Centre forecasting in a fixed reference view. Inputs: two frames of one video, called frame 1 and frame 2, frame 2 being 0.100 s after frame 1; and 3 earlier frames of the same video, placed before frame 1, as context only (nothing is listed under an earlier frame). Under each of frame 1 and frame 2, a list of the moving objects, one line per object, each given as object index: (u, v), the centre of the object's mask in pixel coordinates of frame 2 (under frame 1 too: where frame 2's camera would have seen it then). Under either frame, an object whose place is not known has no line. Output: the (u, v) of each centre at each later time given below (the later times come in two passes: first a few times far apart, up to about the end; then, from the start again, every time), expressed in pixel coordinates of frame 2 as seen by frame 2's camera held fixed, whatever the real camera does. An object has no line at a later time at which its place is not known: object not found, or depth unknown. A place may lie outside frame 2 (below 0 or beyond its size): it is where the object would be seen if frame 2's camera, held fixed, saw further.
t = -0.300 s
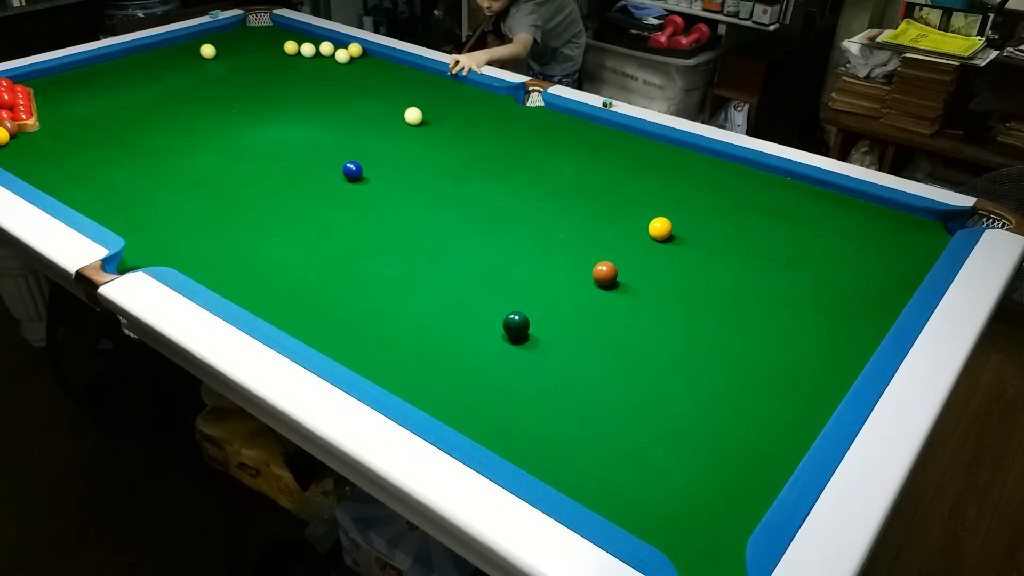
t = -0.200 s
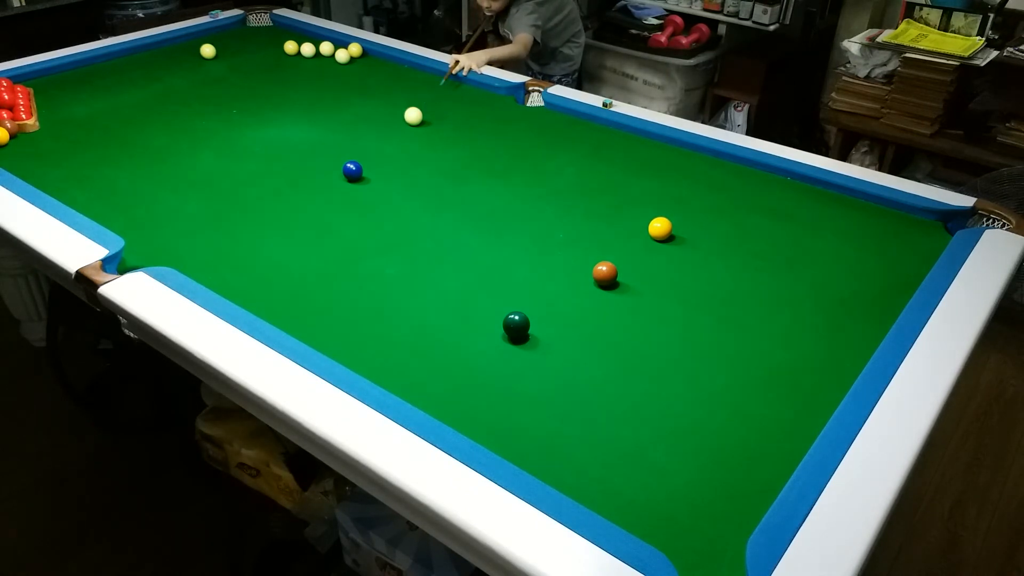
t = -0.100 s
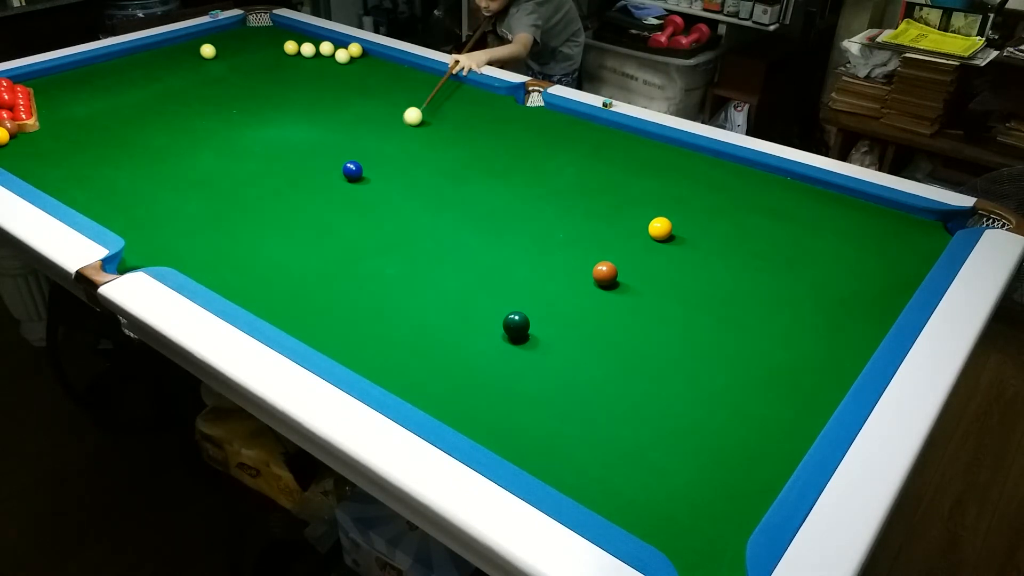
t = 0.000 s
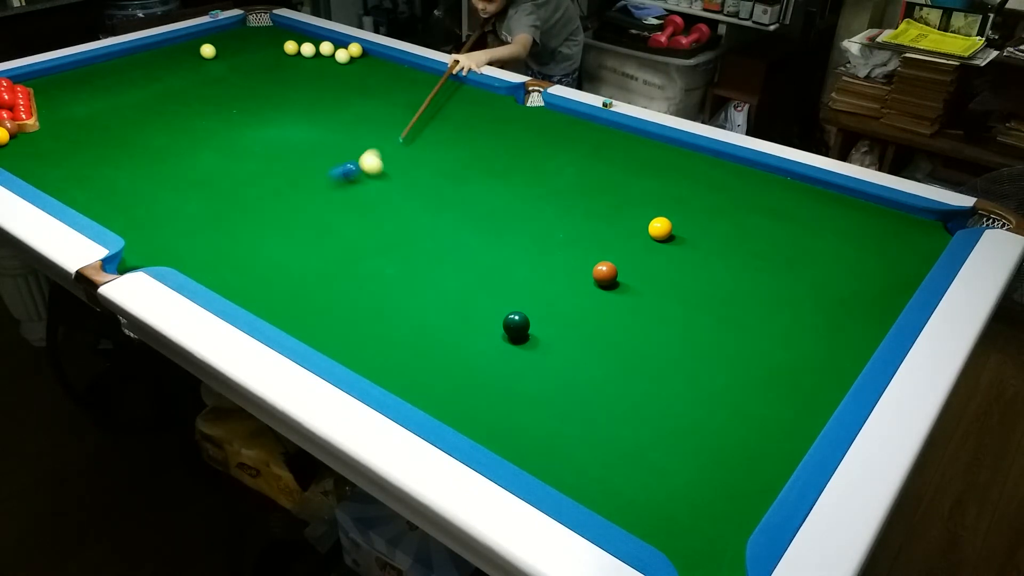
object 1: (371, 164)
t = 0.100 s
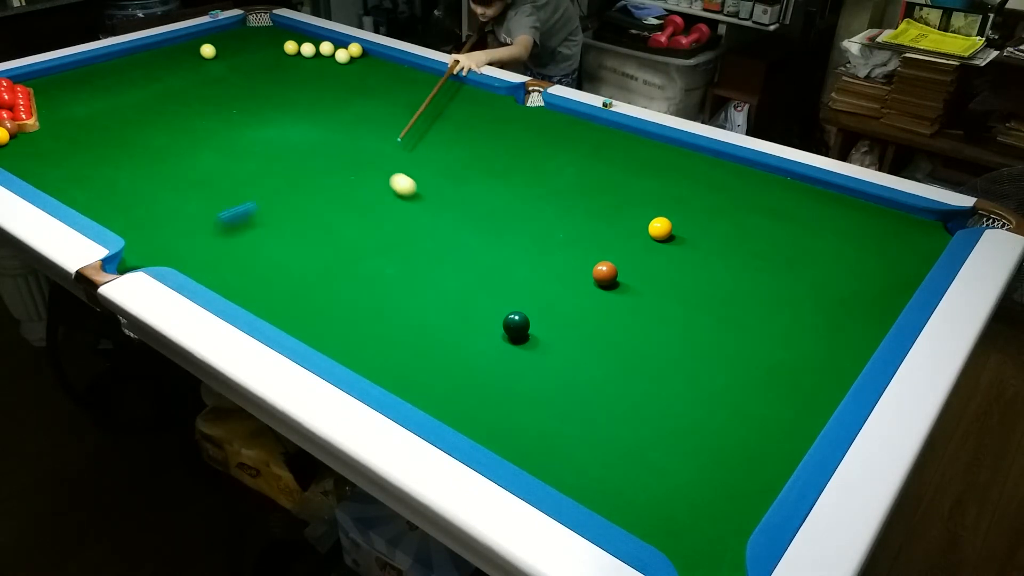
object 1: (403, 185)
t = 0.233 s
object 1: (443, 211)
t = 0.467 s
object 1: (522, 263)
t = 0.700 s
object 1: (618, 325)
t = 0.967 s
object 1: (761, 419)
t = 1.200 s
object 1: (727, 402)
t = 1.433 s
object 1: (657, 361)
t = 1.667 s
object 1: (598, 325)
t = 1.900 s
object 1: (547, 295)
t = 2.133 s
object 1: (502, 269)
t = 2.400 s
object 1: (457, 242)
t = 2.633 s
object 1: (422, 221)
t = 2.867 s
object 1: (391, 202)
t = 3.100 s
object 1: (363, 186)
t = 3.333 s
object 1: (337, 171)
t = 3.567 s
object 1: (314, 157)
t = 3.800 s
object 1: (292, 145)
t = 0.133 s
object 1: (413, 191)
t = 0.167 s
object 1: (423, 198)
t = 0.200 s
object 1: (433, 204)
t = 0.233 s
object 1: (443, 211)
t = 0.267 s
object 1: (453, 218)
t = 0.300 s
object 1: (464, 225)
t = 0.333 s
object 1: (475, 232)
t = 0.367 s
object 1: (486, 239)
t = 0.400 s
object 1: (498, 247)
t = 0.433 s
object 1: (510, 255)
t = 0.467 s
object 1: (522, 263)
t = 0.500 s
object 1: (534, 271)
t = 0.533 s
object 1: (547, 279)
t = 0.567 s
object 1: (561, 288)
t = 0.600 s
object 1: (574, 297)
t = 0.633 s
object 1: (588, 306)
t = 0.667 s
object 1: (603, 315)
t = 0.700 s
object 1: (618, 325)
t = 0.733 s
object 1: (634, 335)
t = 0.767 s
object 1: (650, 346)
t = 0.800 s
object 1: (667, 357)
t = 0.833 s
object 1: (685, 368)
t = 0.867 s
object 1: (702, 380)
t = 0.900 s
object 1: (721, 393)
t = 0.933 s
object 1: (740, 405)
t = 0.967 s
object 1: (761, 419)
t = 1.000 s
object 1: (781, 432)
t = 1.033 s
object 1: (789, 438)
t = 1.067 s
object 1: (774, 430)
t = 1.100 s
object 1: (761, 422)
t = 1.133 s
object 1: (749, 415)
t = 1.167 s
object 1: (738, 409)
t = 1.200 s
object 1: (727, 402)
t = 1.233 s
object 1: (717, 396)
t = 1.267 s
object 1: (706, 390)
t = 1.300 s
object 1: (696, 384)
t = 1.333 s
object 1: (686, 378)
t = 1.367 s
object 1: (676, 372)
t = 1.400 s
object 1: (667, 366)
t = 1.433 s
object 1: (657, 361)
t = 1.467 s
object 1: (648, 355)
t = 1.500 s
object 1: (640, 350)
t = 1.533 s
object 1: (631, 345)
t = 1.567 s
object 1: (622, 339)
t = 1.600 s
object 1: (614, 335)
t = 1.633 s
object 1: (606, 330)
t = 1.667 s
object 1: (598, 325)
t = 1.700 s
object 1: (590, 321)
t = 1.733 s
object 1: (583, 316)
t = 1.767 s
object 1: (575, 312)
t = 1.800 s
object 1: (568, 307)
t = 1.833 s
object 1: (561, 303)
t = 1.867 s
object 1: (554, 299)
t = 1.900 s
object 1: (547, 295)
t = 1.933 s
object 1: (540, 291)
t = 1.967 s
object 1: (533, 287)
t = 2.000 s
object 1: (527, 283)
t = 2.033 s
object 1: (520, 279)
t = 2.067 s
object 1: (514, 276)
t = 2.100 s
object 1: (508, 272)
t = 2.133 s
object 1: (502, 269)
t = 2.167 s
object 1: (496, 265)
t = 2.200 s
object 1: (490, 262)
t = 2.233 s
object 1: (485, 258)
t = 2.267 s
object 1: (479, 255)
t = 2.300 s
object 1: (473, 251)
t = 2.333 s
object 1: (468, 248)
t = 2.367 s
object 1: (462, 245)
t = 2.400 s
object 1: (457, 242)
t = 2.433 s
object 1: (452, 239)
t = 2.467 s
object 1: (447, 236)
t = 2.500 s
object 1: (442, 233)
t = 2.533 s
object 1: (437, 229)
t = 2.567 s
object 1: (432, 227)
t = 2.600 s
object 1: (427, 224)
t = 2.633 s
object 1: (422, 221)
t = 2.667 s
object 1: (418, 218)
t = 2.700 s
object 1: (413, 215)
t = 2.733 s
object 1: (408, 213)
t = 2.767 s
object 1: (404, 210)
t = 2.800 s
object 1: (400, 207)
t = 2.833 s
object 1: (395, 205)
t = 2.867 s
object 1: (391, 202)
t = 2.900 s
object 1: (387, 200)
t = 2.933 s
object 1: (383, 197)
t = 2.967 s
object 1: (379, 195)
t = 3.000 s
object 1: (374, 193)
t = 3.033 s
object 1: (370, 190)
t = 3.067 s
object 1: (366, 188)
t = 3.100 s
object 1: (363, 186)
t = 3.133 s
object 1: (359, 183)
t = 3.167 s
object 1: (355, 181)
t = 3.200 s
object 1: (351, 179)
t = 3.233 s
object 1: (348, 177)
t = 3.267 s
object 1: (344, 175)
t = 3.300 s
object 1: (340, 173)
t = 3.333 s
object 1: (337, 171)
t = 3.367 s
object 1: (333, 169)
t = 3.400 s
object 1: (330, 167)
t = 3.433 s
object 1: (327, 165)
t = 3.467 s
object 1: (323, 163)
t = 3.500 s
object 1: (320, 161)
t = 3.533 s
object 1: (317, 159)
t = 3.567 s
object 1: (314, 157)
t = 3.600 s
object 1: (310, 155)
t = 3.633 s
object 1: (307, 154)
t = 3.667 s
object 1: (304, 152)
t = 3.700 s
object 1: (301, 150)
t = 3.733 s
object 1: (298, 149)
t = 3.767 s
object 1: (295, 147)
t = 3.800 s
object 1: (292, 145)
